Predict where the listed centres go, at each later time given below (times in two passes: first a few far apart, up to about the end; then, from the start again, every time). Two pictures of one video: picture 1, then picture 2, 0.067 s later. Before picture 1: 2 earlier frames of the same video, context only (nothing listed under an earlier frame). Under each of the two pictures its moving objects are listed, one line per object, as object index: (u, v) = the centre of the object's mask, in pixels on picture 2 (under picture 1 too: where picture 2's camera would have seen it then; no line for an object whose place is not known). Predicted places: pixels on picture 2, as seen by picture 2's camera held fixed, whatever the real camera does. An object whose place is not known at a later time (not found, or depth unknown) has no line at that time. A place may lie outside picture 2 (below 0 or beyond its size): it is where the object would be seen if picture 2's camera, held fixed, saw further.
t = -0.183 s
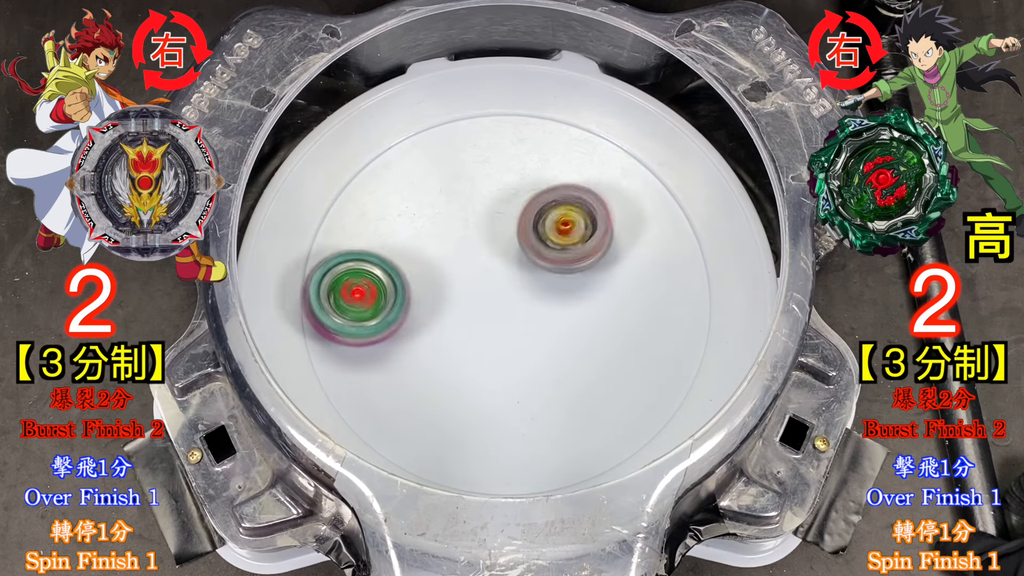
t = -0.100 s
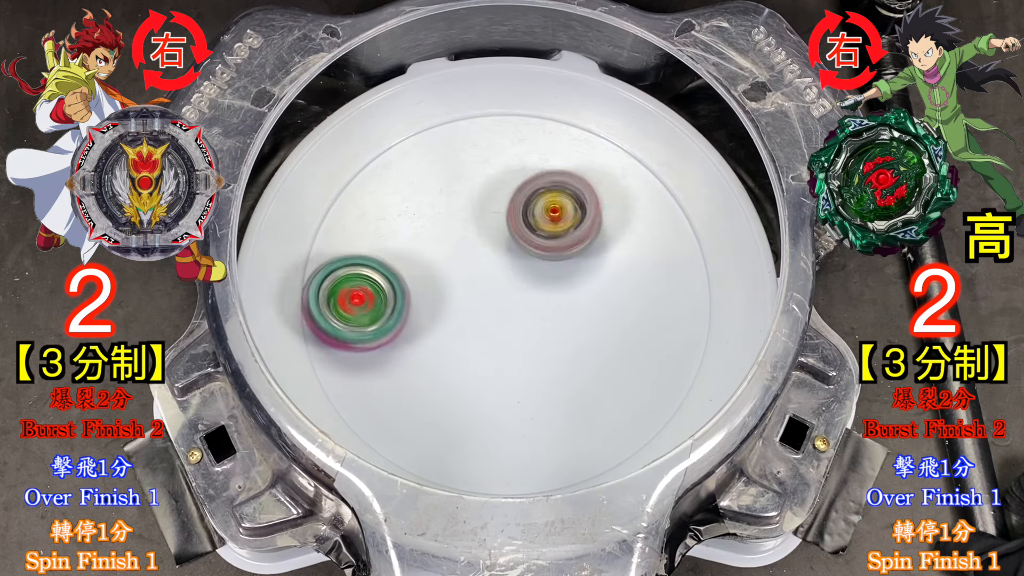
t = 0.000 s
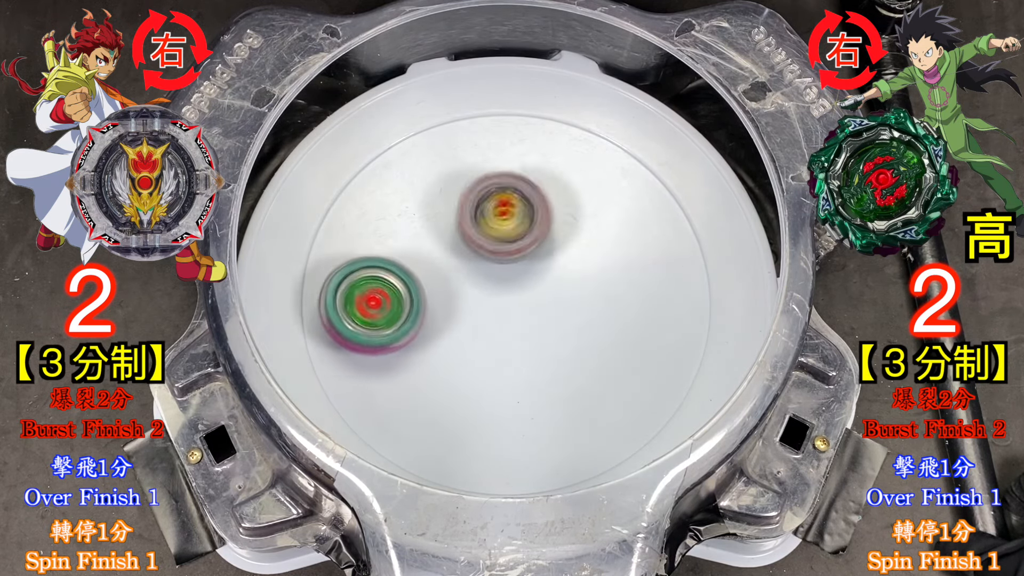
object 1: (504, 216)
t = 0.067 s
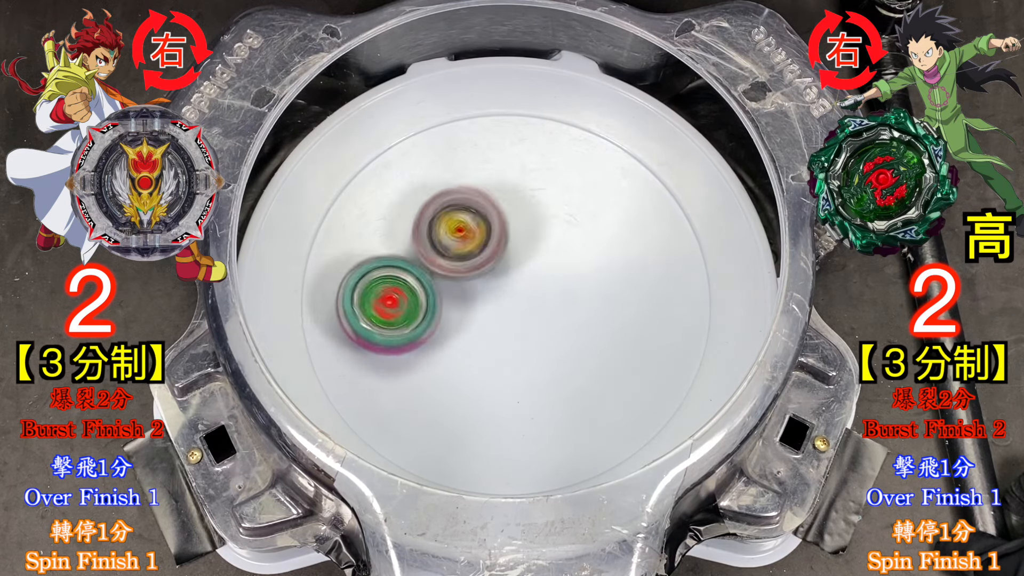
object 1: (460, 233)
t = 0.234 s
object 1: (569, 192)
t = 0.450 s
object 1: (596, 156)
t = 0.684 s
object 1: (519, 212)
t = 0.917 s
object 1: (566, 233)
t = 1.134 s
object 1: (596, 234)
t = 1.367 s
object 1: (609, 213)
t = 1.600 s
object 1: (546, 292)
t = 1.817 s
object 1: (629, 351)
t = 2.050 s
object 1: (610, 299)
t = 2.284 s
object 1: (543, 362)
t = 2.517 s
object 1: (571, 418)
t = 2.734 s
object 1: (557, 388)
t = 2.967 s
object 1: (468, 308)
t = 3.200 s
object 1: (395, 262)
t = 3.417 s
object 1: (380, 257)
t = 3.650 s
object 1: (405, 273)
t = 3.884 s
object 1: (427, 263)
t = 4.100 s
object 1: (503, 228)
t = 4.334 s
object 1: (541, 180)
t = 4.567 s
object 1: (544, 193)
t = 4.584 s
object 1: (541, 201)
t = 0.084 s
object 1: (470, 234)
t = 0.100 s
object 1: (485, 226)
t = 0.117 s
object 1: (496, 221)
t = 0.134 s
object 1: (507, 217)
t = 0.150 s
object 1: (522, 214)
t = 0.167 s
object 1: (533, 207)
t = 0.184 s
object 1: (543, 205)
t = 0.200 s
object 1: (552, 200)
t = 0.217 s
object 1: (562, 197)
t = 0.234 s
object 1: (569, 192)
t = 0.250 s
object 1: (577, 190)
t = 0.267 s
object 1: (583, 185)
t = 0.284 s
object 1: (588, 183)
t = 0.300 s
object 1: (592, 179)
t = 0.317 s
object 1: (596, 177)
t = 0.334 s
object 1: (598, 172)
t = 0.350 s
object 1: (600, 170)
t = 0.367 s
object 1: (601, 166)
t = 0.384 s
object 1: (601, 165)
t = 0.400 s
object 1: (601, 161)
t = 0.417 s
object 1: (600, 159)
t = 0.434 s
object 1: (598, 156)
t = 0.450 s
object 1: (596, 156)
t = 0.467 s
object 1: (592, 153)
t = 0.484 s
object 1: (588, 153)
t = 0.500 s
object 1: (582, 151)
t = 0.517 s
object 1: (577, 153)
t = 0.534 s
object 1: (569, 153)
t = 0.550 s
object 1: (563, 156)
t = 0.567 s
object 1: (556, 160)
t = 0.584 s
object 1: (549, 165)
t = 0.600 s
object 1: (541, 171)
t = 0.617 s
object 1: (536, 180)
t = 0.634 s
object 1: (528, 187)
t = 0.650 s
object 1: (523, 198)
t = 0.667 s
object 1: (517, 207)
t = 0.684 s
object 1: (519, 212)
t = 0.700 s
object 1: (519, 211)
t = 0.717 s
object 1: (522, 213)
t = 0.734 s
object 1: (525, 214)
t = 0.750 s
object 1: (528, 214)
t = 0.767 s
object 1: (531, 217)
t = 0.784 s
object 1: (536, 218)
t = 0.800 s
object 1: (539, 220)
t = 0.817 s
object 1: (542, 221)
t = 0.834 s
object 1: (547, 224)
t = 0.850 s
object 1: (551, 224)
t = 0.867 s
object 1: (555, 229)
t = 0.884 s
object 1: (559, 230)
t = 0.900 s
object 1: (564, 233)
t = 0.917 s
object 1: (566, 233)
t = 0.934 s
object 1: (570, 236)
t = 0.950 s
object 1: (573, 237)
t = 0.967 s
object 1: (577, 238)
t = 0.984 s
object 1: (582, 238)
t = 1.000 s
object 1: (586, 236)
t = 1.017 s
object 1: (589, 237)
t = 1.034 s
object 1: (592, 236)
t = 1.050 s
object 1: (595, 237)
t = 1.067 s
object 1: (596, 235)
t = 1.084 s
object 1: (598, 236)
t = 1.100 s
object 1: (598, 234)
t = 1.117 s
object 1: (598, 235)
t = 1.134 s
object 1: (596, 234)
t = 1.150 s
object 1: (595, 234)
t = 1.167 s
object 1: (592, 235)
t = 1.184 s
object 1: (596, 232)
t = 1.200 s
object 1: (604, 229)
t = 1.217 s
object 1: (609, 224)
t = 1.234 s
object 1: (614, 221)
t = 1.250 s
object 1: (617, 219)
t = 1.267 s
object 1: (618, 217)
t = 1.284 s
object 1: (619, 216)
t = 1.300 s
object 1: (619, 213)
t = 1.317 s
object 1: (619, 213)
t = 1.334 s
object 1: (616, 212)
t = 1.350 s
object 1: (613, 212)
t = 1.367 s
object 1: (609, 213)
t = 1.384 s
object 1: (604, 214)
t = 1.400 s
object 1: (600, 217)
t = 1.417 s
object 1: (594, 220)
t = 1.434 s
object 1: (587, 223)
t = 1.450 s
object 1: (581, 229)
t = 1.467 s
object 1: (574, 234)
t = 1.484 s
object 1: (569, 241)
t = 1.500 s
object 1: (562, 247)
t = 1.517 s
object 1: (557, 254)
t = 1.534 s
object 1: (552, 262)
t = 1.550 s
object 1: (546, 269)
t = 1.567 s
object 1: (544, 279)
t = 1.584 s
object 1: (540, 287)
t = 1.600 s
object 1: (546, 292)
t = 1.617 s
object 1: (553, 302)
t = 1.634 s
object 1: (559, 309)
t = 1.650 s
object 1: (566, 315)
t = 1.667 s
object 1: (572, 321)
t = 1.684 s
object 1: (576, 326)
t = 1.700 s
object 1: (585, 332)
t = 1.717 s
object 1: (591, 336)
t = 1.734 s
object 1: (596, 340)
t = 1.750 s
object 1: (604, 345)
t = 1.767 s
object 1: (610, 346)
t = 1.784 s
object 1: (617, 349)
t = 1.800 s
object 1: (623, 352)
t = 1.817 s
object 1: (629, 351)
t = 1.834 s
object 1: (635, 351)
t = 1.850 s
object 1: (640, 351)
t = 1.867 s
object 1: (644, 348)
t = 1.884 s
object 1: (649, 346)
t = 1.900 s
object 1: (651, 343)
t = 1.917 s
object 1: (651, 338)
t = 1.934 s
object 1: (652, 334)
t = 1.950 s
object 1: (650, 327)
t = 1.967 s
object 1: (646, 322)
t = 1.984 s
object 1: (640, 318)
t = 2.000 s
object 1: (635, 311)
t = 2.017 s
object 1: (627, 306)
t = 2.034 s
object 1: (619, 304)
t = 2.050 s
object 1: (610, 299)
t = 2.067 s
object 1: (600, 297)
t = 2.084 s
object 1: (589, 295)
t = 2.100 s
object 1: (577, 292)
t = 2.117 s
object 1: (567, 292)
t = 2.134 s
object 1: (556, 292)
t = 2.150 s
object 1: (544, 291)
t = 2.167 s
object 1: (536, 293)
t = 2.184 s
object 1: (528, 297)
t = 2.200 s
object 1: (522, 301)
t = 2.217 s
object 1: (529, 318)
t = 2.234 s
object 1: (531, 329)
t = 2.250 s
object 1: (535, 342)
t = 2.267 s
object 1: (540, 353)
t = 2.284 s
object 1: (543, 362)
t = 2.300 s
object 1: (543, 370)
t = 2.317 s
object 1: (549, 377)
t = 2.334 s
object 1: (551, 385)
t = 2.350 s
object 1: (552, 390)
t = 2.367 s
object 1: (558, 394)
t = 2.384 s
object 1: (559, 400)
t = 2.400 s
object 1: (560, 402)
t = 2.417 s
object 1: (564, 405)
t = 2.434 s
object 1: (565, 411)
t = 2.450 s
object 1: (566, 411)
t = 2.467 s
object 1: (568, 414)
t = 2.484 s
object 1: (569, 418)
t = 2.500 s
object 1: (570, 418)
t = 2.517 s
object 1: (571, 418)
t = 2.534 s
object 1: (573, 422)
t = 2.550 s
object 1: (572, 422)
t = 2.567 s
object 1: (572, 419)
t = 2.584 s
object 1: (574, 422)
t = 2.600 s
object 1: (573, 421)
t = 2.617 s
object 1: (573, 417)
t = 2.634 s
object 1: (573, 417)
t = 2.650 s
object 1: (571, 414)
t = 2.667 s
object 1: (570, 409)
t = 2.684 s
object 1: (567, 405)
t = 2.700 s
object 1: (564, 403)
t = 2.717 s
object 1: (561, 394)
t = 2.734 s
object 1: (557, 388)
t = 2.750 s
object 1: (554, 385)
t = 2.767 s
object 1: (547, 377)
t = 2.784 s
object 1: (542, 368)
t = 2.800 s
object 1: (537, 364)
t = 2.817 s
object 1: (530, 359)
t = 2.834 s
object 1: (524, 348)
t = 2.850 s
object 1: (518, 344)
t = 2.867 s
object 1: (510, 340)
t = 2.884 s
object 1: (503, 331)
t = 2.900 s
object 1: (496, 325)
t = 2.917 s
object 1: (490, 323)
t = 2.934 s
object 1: (481, 317)
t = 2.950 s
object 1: (474, 309)
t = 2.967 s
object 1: (468, 308)
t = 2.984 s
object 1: (460, 303)
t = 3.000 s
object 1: (454, 296)
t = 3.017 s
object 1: (448, 294)
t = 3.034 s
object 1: (442, 291)
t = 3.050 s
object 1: (435, 286)
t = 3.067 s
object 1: (430, 280)
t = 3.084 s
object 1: (426, 280)
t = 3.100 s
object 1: (419, 276)
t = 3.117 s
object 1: (415, 270)
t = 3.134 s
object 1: (411, 271)
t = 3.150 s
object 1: (406, 268)
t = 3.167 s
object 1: (403, 262)
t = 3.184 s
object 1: (399, 262)
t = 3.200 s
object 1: (395, 262)
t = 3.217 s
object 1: (391, 258)
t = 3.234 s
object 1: (387, 255)
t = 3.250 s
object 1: (385, 256)
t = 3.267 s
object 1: (380, 253)
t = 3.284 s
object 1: (380, 251)
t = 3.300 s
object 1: (377, 253)
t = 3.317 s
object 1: (375, 252)
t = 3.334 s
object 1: (375, 252)
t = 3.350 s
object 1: (375, 251)
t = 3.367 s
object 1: (377, 255)
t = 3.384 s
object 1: (379, 254)
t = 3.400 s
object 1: (382, 256)
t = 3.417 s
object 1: (380, 257)
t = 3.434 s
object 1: (375, 259)
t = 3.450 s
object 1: (373, 258)
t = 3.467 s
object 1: (372, 259)
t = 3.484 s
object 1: (372, 262)
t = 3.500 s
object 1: (372, 262)
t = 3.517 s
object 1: (376, 265)
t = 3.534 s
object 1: (376, 266)
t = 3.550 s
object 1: (382, 267)
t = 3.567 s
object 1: (385, 269)
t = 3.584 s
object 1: (389, 272)
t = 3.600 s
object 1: (395, 271)
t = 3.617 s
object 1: (400, 275)
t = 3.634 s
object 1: (408, 273)
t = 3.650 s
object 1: (405, 273)
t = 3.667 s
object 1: (404, 271)
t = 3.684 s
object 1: (404, 270)
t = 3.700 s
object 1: (402, 267)
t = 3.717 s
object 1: (404, 267)
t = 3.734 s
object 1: (402, 267)
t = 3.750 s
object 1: (404, 266)
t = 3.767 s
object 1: (406, 264)
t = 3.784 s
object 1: (407, 266)
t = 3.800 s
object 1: (410, 263)
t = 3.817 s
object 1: (414, 265)
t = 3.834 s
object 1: (415, 262)
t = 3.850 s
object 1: (420, 263)
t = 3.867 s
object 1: (423, 262)
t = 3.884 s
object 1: (427, 263)
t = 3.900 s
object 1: (432, 261)
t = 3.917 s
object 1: (438, 262)
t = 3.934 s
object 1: (443, 259)
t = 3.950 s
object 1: (450, 258)
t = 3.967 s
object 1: (457, 256)
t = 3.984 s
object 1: (463, 255)
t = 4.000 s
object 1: (468, 252)
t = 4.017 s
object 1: (475, 249)
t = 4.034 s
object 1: (481, 246)
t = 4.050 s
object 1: (488, 242)
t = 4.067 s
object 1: (492, 238)
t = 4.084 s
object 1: (499, 232)
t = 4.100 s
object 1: (503, 228)
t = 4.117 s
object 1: (508, 223)
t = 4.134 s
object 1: (510, 220)
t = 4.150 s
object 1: (514, 214)
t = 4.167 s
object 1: (517, 212)
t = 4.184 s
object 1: (519, 208)
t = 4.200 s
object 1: (521, 206)
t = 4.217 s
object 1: (522, 201)
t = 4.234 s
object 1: (525, 198)
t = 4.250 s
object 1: (527, 195)
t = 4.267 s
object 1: (531, 193)
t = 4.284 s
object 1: (532, 190)
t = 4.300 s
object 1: (535, 186)
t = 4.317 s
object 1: (538, 184)
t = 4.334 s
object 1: (541, 180)
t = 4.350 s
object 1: (544, 180)
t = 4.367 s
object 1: (544, 176)
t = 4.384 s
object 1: (547, 174)
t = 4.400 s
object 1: (548, 173)
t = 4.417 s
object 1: (550, 173)
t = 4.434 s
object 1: (548, 174)
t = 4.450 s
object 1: (549, 173)
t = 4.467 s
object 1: (548, 176)
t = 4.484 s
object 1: (548, 176)
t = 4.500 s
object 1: (549, 180)
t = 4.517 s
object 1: (546, 183)
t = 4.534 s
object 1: (545, 185)
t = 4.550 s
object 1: (543, 187)
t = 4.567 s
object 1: (544, 193)
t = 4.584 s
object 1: (541, 201)
